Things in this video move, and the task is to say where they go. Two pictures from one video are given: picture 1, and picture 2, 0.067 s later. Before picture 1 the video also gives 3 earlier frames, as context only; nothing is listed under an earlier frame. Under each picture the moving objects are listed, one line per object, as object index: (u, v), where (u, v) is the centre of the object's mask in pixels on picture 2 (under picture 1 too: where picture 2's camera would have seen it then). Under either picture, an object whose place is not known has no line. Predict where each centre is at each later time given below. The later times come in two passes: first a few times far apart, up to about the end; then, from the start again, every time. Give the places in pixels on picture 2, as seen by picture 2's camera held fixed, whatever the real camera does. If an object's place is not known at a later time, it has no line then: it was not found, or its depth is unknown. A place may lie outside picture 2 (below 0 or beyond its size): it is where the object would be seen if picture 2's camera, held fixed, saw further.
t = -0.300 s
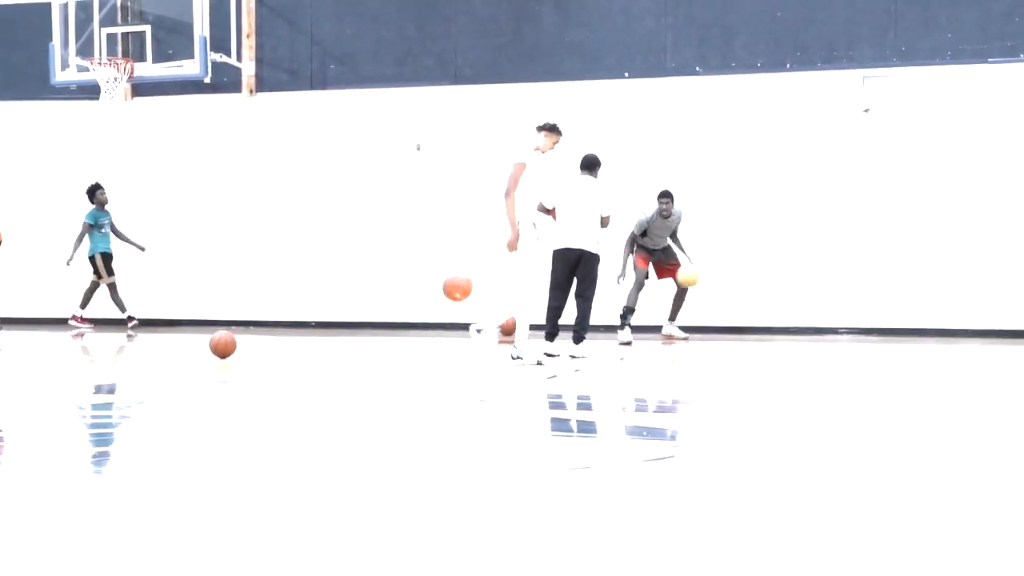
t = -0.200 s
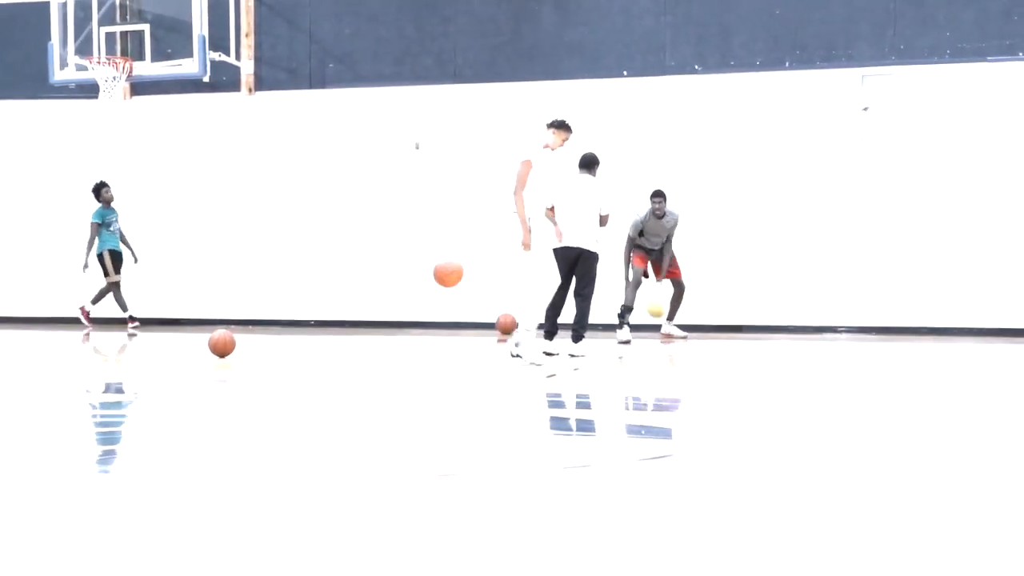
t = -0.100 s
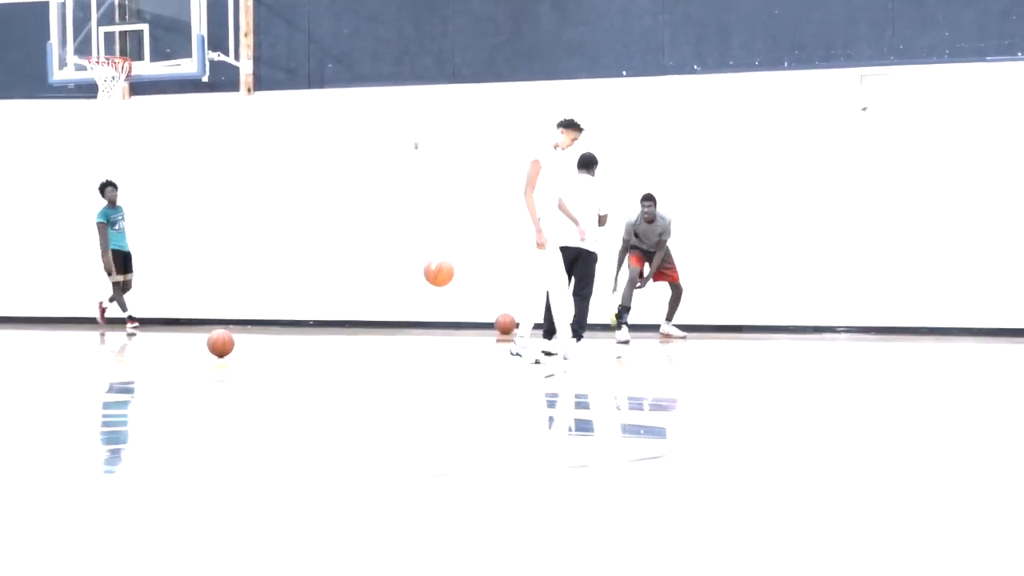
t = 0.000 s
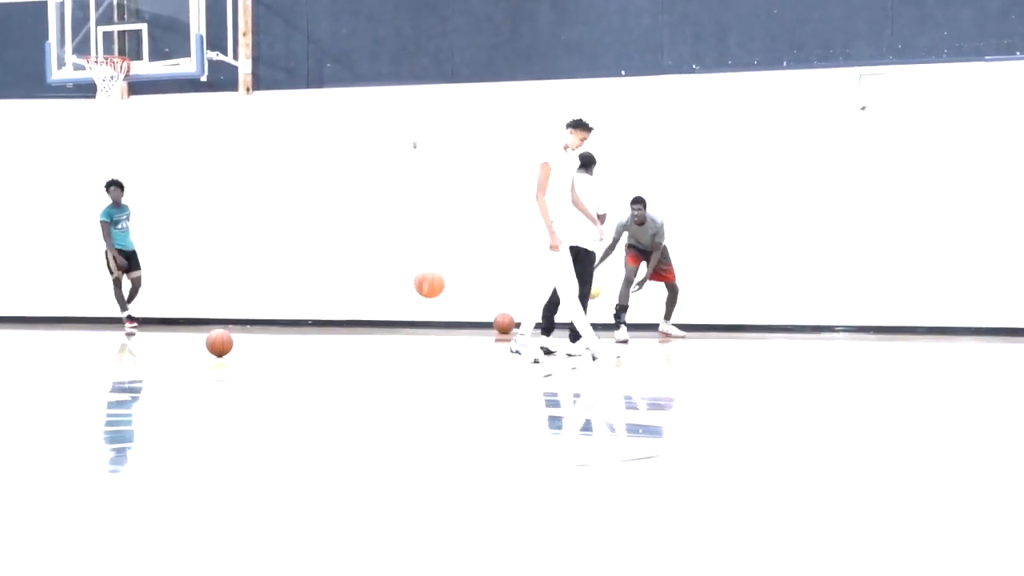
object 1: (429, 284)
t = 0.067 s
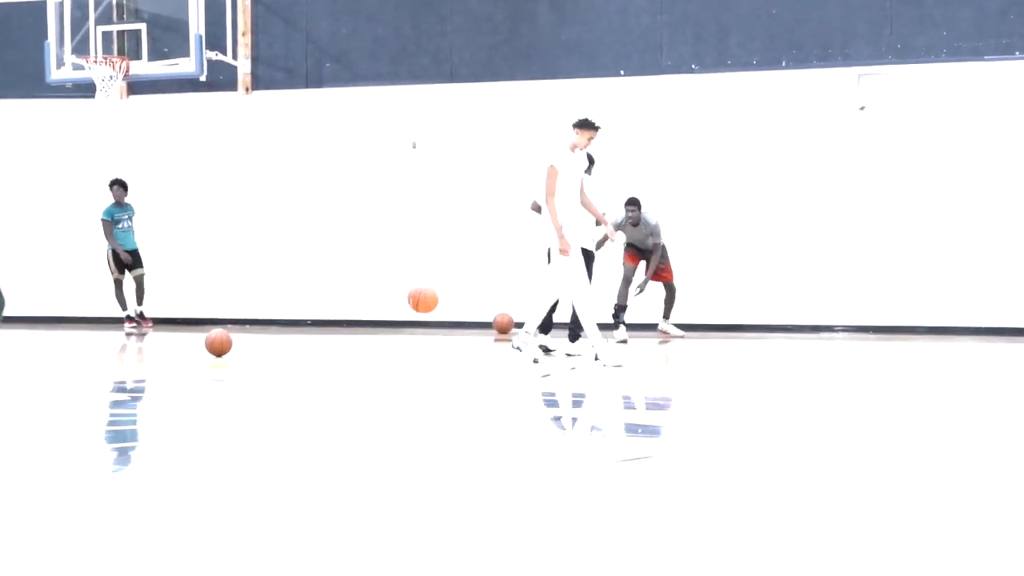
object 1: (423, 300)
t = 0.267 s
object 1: (406, 344)
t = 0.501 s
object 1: (387, 303)
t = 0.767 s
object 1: (365, 341)
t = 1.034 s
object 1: (341, 326)
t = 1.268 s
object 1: (318, 350)
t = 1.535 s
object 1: (292, 338)
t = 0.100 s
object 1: (420, 311)
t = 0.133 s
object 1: (417, 322)
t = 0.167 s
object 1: (414, 334)
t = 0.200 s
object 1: (412, 346)
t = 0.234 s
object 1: (409, 359)
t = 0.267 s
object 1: (406, 344)
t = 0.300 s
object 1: (403, 334)
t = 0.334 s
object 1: (401, 327)
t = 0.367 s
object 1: (398, 320)
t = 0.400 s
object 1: (395, 314)
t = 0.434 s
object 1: (392, 309)
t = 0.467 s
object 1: (389, 305)
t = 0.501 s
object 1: (387, 303)
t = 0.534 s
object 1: (384, 303)
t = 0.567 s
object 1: (382, 304)
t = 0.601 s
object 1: (379, 308)
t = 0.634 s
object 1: (376, 312)
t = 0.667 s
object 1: (373, 318)
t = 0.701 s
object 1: (371, 325)
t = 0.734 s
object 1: (368, 333)
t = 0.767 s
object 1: (365, 341)
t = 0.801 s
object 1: (363, 357)
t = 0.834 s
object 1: (359, 362)
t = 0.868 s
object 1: (356, 352)
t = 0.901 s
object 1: (353, 341)
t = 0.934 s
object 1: (350, 335)
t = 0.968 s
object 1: (347, 332)
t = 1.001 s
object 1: (344, 328)
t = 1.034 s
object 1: (341, 326)
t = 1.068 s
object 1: (338, 324)
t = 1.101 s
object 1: (335, 325)
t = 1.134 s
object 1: (331, 327)
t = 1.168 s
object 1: (328, 331)
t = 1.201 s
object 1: (325, 335)
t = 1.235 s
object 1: (322, 341)
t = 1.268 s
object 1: (318, 350)
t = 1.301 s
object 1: (315, 363)
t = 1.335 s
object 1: (312, 366)
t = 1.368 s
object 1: (308, 358)
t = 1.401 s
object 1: (305, 349)
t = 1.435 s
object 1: (302, 344)
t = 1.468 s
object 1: (298, 340)
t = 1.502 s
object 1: (295, 338)
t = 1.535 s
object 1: (292, 338)
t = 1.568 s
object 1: (289, 340)
